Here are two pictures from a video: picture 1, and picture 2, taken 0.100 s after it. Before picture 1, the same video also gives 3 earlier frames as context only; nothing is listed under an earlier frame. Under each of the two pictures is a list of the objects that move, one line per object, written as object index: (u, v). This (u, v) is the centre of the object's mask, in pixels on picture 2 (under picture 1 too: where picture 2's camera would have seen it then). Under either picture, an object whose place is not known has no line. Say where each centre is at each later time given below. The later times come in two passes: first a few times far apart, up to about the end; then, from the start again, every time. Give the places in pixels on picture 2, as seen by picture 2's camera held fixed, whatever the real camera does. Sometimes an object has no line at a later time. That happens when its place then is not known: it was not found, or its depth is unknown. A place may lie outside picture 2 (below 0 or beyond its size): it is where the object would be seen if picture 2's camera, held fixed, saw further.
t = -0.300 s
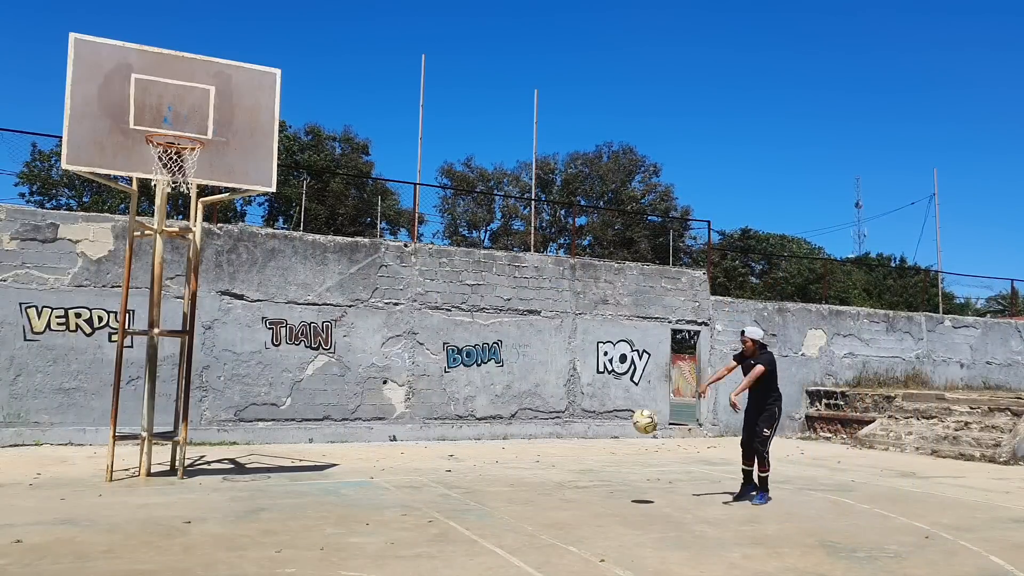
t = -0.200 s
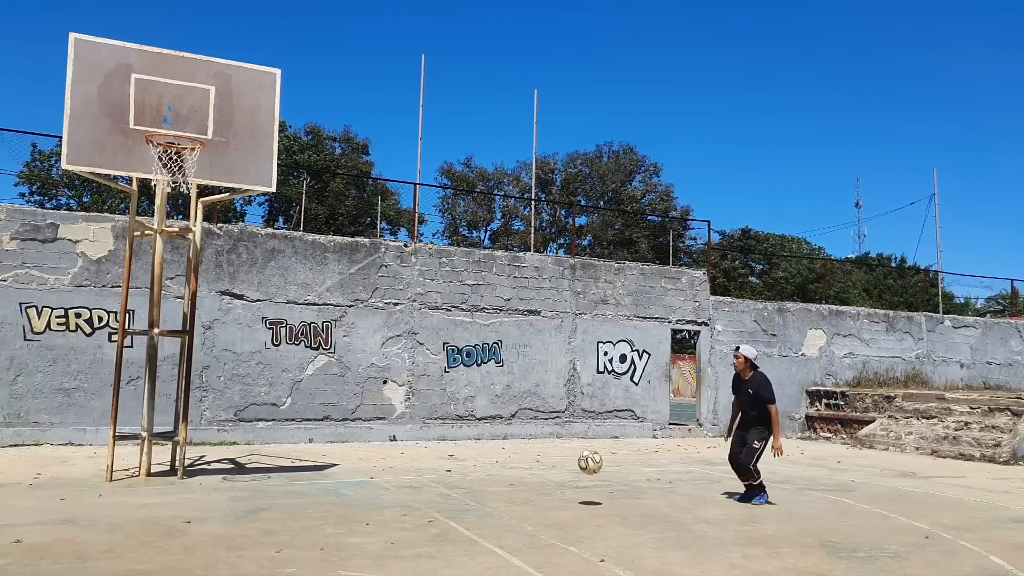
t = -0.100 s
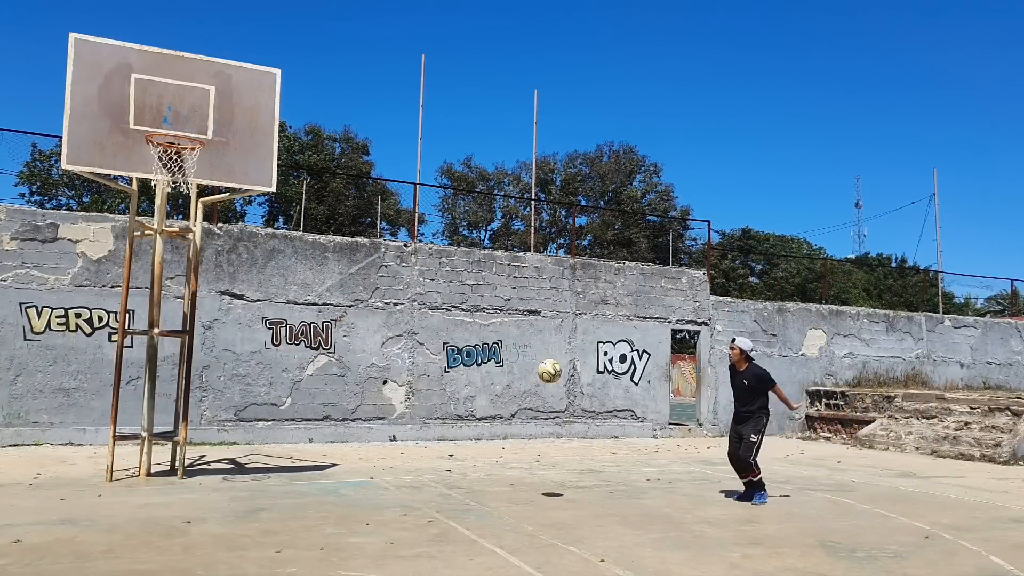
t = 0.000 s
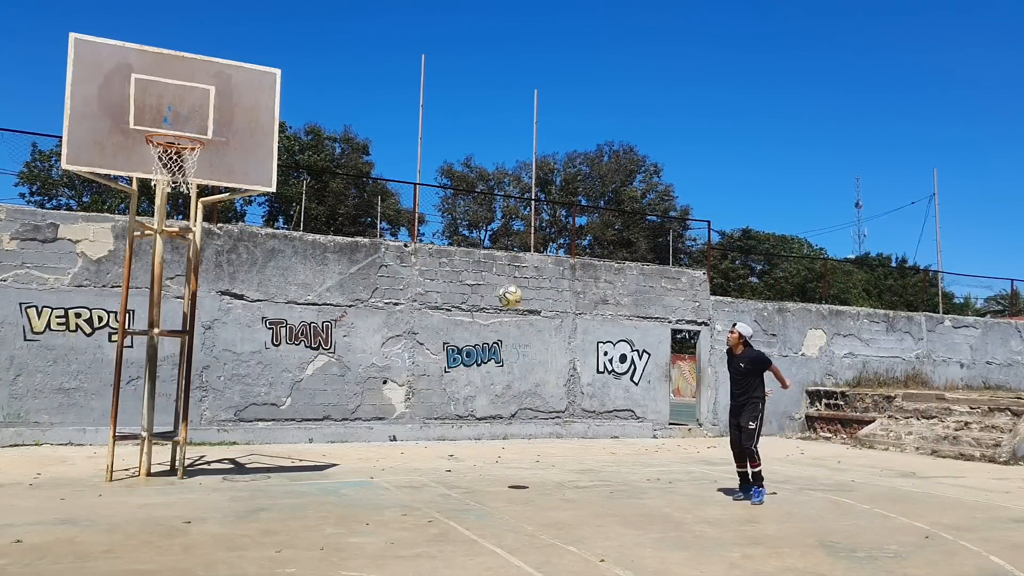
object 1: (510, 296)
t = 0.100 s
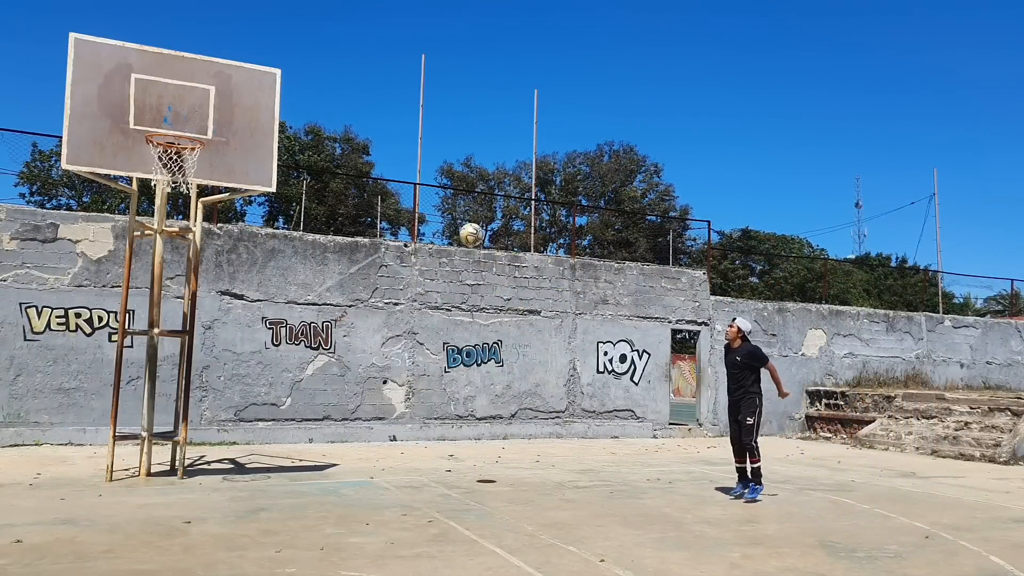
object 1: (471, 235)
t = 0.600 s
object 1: (279, 96)
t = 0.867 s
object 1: (207, 102)
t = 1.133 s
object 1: (164, 126)
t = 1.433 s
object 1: (150, 119)
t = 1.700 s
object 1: (135, 176)
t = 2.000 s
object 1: (115, 325)
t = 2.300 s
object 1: (97, 436)
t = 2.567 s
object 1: (96, 314)
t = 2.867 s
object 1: (89, 277)
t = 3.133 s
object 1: (75, 333)
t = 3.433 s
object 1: (53, 501)
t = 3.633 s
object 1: (57, 408)
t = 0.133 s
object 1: (458, 217)
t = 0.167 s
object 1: (446, 200)
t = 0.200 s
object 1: (433, 185)
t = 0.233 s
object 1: (420, 171)
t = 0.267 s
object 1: (407, 158)
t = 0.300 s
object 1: (394, 146)
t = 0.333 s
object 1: (381, 136)
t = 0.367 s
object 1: (368, 127)
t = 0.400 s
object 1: (355, 119)
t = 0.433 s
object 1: (343, 112)
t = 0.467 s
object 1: (330, 107)
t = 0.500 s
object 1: (317, 102)
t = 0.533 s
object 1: (304, 99)
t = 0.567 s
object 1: (292, 97)
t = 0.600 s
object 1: (279, 96)
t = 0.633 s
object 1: (266, 96)
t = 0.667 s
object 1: (253, 98)
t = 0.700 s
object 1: (241, 101)
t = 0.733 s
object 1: (234, 99)
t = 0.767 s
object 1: (227, 98)
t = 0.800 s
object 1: (221, 98)
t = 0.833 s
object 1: (214, 99)
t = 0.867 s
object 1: (207, 102)
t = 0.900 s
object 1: (201, 105)
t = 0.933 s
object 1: (194, 109)
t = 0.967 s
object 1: (185, 116)
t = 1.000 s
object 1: (178, 123)
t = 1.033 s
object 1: (172, 127)
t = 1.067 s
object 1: (169, 128)
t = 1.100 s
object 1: (166, 125)
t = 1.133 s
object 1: (164, 126)
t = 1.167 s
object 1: (161, 130)
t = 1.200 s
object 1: (159, 125)
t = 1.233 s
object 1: (158, 121)
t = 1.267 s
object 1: (157, 118)
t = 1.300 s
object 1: (156, 116)
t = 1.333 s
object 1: (154, 115)
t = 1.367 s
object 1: (153, 115)
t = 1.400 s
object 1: (151, 116)
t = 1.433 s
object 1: (150, 119)
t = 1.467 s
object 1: (148, 121)
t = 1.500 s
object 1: (145, 125)
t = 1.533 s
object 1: (142, 131)
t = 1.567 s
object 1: (140, 140)
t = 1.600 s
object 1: (138, 149)
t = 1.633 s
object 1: (138, 157)
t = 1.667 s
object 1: (137, 166)
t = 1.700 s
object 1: (135, 176)
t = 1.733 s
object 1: (134, 187)
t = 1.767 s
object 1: (131, 199)
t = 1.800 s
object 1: (130, 213)
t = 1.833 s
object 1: (127, 228)
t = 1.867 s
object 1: (126, 244)
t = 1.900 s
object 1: (123, 263)
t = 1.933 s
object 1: (121, 282)
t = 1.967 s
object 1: (118, 303)
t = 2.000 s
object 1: (115, 325)
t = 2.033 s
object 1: (113, 349)
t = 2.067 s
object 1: (110, 374)
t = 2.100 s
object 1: (108, 400)
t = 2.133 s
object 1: (104, 429)
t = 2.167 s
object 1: (100, 459)
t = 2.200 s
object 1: (97, 492)
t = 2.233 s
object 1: (97, 481)
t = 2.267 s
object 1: (97, 458)
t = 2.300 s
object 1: (97, 436)
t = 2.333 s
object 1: (97, 416)
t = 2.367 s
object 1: (97, 398)
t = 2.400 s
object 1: (97, 380)
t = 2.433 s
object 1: (97, 364)
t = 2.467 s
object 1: (97, 350)
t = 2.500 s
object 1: (97, 337)
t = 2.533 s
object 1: (97, 324)
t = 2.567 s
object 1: (96, 314)
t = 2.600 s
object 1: (96, 305)
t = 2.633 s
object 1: (96, 297)
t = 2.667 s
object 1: (95, 290)
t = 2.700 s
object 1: (94, 285)
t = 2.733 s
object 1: (93, 281)
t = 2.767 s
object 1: (92, 278)
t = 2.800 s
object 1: (91, 276)
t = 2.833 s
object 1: (90, 276)
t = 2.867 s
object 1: (89, 277)
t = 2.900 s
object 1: (87, 279)
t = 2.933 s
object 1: (85, 283)
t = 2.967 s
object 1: (83, 288)
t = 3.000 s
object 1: (82, 295)
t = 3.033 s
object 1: (80, 302)
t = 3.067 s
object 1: (78, 312)
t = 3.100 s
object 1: (77, 322)
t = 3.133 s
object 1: (75, 333)
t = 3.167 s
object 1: (72, 347)
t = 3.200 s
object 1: (70, 361)
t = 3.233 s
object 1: (68, 378)
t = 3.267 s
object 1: (66, 395)
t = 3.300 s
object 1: (62, 414)
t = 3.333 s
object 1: (60, 434)
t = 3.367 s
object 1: (58, 457)
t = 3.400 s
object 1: (55, 481)
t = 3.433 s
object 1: (53, 501)
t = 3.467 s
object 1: (53, 483)
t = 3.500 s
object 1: (54, 465)
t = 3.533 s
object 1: (55, 448)
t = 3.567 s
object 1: (57, 434)
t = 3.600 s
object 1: (57, 421)
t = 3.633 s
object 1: (57, 408)
